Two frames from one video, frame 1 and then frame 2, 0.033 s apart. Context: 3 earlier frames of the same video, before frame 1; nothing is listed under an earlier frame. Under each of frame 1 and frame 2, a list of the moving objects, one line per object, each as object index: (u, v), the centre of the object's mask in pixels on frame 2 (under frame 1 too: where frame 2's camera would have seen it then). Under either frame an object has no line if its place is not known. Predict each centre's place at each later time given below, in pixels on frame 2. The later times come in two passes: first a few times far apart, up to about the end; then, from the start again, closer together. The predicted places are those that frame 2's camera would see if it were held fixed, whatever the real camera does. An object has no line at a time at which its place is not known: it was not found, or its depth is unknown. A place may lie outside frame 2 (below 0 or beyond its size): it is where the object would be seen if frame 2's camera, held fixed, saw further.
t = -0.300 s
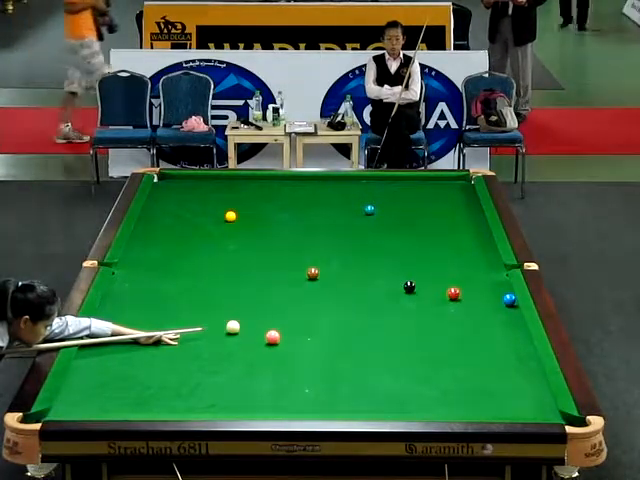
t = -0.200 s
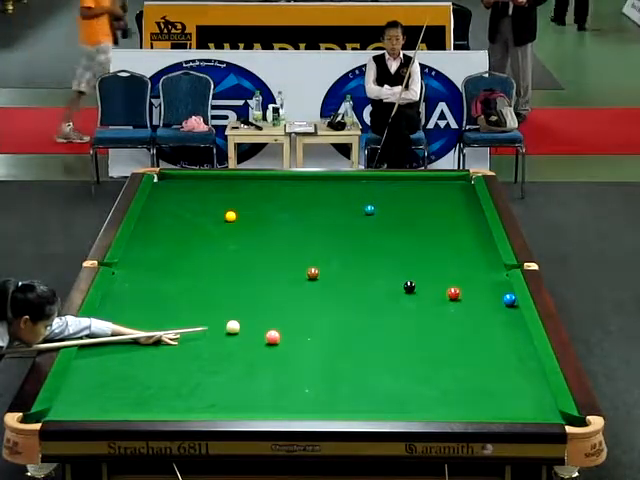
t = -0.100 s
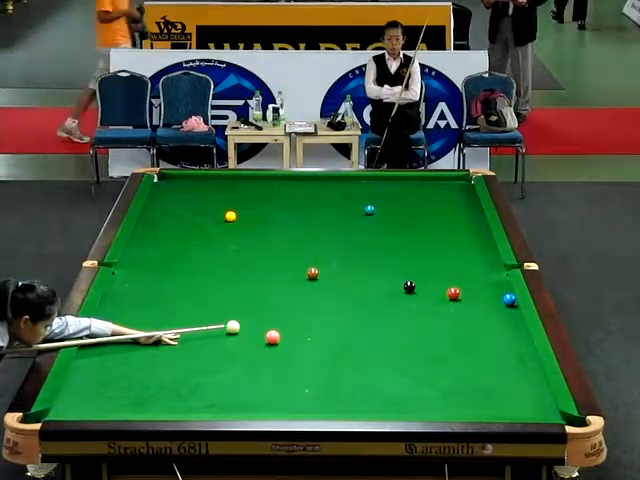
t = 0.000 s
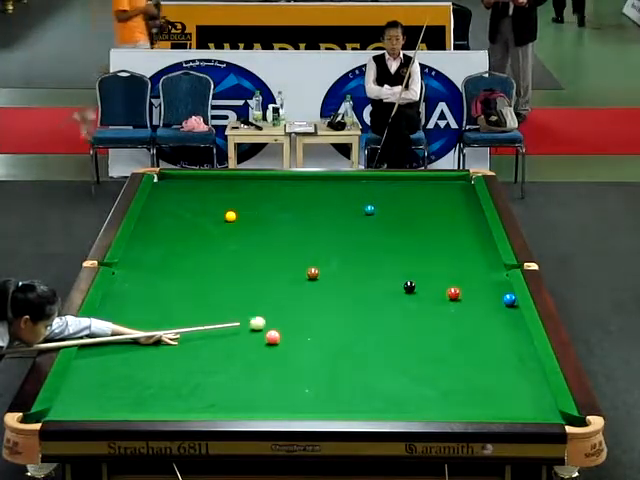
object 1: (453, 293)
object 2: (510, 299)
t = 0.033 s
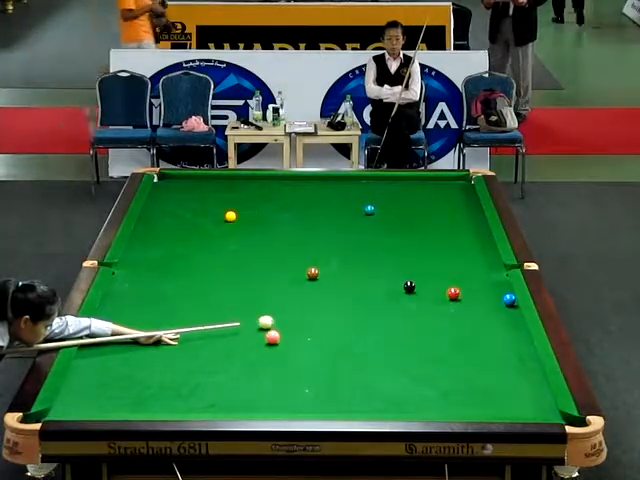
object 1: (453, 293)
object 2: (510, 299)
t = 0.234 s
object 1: (453, 293)
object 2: (510, 299)
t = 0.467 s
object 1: (453, 293)
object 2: (510, 299)
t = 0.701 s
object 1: (454, 293)
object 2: (510, 299)
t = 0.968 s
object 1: (465, 287)
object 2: (510, 299)
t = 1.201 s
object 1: (478, 280)
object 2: (510, 299)
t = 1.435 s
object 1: (490, 274)
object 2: (505, 297)
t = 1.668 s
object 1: (502, 269)
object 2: (500, 296)
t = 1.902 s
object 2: (496, 295)
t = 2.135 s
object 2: (494, 295)
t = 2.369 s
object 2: (492, 295)
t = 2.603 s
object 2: (492, 294)
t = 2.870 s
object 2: (492, 294)
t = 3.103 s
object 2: (492, 294)
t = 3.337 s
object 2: (492, 294)
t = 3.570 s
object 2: (493, 294)
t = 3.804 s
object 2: (493, 294)
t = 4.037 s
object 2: (493, 294)
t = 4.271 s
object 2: (493, 294)
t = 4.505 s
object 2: (493, 294)
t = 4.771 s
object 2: (493, 294)
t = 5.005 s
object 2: (493, 294)
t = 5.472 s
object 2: (492, 294)
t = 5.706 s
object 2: (493, 294)
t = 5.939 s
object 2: (492, 294)
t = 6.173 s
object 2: (493, 294)
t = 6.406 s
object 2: (493, 294)
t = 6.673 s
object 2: (492, 294)
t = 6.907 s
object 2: (492, 294)
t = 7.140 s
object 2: (492, 294)
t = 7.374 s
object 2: (492, 294)
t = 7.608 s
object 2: (492, 294)
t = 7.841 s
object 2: (492, 294)
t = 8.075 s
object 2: (492, 294)
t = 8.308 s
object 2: (492, 294)
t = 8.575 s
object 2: (492, 294)
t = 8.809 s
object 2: (492, 294)
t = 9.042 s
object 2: (492, 294)
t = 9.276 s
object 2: (493, 294)
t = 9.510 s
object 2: (492, 294)
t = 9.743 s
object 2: (492, 294)
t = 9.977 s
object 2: (493, 294)
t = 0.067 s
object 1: (453, 293)
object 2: (510, 299)
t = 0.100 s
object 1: (453, 293)
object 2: (510, 299)
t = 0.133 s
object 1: (453, 293)
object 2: (510, 299)
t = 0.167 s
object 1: (453, 293)
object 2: (510, 299)
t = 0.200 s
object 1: (453, 293)
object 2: (510, 299)
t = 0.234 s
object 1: (453, 293)
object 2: (510, 299)
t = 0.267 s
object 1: (453, 293)
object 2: (510, 299)
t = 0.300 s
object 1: (453, 293)
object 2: (510, 299)
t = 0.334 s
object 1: (453, 293)
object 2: (510, 299)
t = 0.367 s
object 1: (453, 293)
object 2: (510, 299)
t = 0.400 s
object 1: (453, 293)
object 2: (510, 299)
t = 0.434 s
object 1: (453, 293)
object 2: (510, 299)
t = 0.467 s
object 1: (453, 293)
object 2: (510, 299)
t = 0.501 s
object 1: (453, 293)
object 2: (510, 299)
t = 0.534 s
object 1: (453, 293)
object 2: (510, 299)
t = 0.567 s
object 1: (453, 293)
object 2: (510, 299)
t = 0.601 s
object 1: (454, 293)
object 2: (510, 299)
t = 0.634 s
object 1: (454, 293)
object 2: (510, 299)
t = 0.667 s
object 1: (454, 293)
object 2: (510, 299)
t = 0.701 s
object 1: (454, 293)
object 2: (510, 299)
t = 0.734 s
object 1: (454, 293)
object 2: (510, 299)
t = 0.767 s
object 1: (454, 293)
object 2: (510, 299)
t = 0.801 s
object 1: (456, 292)
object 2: (510, 299)
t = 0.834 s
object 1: (457, 291)
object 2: (510, 299)
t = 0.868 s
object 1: (460, 289)
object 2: (510, 299)
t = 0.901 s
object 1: (461, 288)
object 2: (510, 299)
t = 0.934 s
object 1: (463, 287)
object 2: (510, 299)
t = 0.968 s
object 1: (465, 287)
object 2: (510, 299)
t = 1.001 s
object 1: (468, 286)
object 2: (510, 299)
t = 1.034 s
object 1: (469, 285)
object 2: (510, 299)
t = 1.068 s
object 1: (471, 284)
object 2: (510, 299)
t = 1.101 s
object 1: (473, 283)
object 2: (510, 299)
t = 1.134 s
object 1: (475, 282)
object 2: (510, 299)
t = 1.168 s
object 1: (477, 281)
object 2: (510, 299)
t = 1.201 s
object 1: (478, 280)
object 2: (510, 299)
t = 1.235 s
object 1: (480, 280)
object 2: (510, 299)
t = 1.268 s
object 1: (482, 278)
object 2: (510, 299)
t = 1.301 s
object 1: (484, 278)
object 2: (509, 298)
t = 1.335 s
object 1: (486, 277)
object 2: (508, 298)
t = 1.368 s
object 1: (487, 277)
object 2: (506, 298)
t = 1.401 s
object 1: (489, 276)
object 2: (506, 298)
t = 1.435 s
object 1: (490, 274)
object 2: (505, 297)
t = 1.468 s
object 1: (492, 273)
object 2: (504, 297)
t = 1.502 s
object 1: (494, 273)
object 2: (503, 297)
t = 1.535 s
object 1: (496, 272)
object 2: (503, 297)
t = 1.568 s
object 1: (497, 271)
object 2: (502, 297)
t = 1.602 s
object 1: (499, 270)
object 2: (502, 297)
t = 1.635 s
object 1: (501, 270)
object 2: (501, 296)
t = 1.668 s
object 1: (502, 269)
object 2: (500, 296)
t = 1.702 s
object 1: (503, 268)
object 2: (499, 297)
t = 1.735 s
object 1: (505, 268)
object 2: (499, 296)
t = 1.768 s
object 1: (507, 266)
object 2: (498, 296)
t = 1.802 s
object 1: (507, 267)
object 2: (498, 296)
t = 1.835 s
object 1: (508, 269)
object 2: (497, 296)
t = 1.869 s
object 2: (497, 296)
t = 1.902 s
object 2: (496, 295)
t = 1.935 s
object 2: (496, 295)
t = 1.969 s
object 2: (496, 295)
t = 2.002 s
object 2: (495, 295)
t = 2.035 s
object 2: (495, 295)
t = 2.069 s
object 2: (495, 295)
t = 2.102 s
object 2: (494, 295)
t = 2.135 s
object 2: (494, 295)
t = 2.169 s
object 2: (494, 295)
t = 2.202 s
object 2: (494, 295)
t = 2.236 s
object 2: (493, 295)
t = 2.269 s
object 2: (493, 295)
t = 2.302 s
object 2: (493, 295)
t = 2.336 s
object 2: (493, 295)
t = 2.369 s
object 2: (492, 295)
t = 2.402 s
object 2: (492, 295)
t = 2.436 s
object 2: (492, 295)
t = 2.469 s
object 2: (492, 295)
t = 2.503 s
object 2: (492, 294)
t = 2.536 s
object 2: (492, 294)
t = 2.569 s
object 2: (492, 294)
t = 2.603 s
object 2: (492, 294)
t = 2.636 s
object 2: (492, 294)
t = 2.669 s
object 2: (492, 294)
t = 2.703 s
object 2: (492, 294)
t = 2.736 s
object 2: (491, 294)
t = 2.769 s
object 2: (491, 294)
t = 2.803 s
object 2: (492, 294)
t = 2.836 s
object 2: (492, 294)
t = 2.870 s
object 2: (492, 294)
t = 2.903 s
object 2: (492, 294)
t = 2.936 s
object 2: (492, 294)
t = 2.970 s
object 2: (492, 294)
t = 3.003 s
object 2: (492, 294)
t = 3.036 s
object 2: (492, 294)
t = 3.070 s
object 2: (492, 294)
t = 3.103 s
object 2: (492, 294)
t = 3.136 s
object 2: (492, 294)
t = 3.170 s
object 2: (492, 294)
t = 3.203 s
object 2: (492, 294)
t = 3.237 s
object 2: (492, 294)
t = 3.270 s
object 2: (492, 294)
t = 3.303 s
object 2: (493, 294)
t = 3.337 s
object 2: (492, 294)
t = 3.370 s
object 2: (492, 294)
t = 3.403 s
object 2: (493, 294)
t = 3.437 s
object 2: (492, 294)
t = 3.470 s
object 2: (492, 294)
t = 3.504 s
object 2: (493, 294)
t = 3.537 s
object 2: (493, 294)
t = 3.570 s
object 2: (493, 294)
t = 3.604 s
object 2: (493, 294)
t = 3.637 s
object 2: (493, 294)
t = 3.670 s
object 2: (493, 294)
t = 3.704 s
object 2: (493, 294)
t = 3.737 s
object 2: (493, 294)
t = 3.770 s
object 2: (493, 294)
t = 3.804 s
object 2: (493, 294)
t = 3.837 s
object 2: (493, 294)
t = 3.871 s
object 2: (493, 294)
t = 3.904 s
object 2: (493, 294)
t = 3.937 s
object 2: (493, 294)
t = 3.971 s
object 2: (493, 294)
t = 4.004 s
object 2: (493, 294)
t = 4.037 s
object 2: (493, 294)
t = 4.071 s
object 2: (493, 294)
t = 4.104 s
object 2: (492, 294)
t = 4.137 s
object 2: (493, 294)
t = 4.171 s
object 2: (493, 294)
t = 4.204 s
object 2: (493, 294)
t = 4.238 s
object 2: (493, 294)
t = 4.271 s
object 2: (493, 294)
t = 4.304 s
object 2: (493, 294)
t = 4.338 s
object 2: (493, 294)
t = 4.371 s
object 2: (493, 294)
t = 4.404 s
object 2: (493, 294)
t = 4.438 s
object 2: (493, 294)
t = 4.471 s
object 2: (493, 294)
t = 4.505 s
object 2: (493, 294)
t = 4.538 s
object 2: (493, 294)
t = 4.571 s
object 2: (493, 294)
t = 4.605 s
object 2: (493, 294)
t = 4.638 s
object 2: (493, 294)
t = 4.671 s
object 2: (493, 294)
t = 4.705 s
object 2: (493, 294)
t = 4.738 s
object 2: (493, 294)
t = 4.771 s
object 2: (493, 294)
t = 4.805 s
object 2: (493, 294)
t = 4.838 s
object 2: (493, 294)
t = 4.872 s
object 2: (493, 294)
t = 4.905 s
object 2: (493, 294)
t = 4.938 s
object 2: (493, 294)
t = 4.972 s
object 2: (493, 294)
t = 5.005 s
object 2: (493, 294)
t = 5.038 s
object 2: (493, 294)
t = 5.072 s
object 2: (493, 294)
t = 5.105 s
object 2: (493, 294)
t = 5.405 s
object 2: (490, 294)
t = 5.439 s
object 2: (493, 295)
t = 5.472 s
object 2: (492, 294)
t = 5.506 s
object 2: (492, 294)
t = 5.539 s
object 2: (493, 294)
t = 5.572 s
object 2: (492, 294)
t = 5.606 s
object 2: (493, 294)
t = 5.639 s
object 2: (492, 294)
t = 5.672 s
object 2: (493, 294)
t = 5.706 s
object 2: (493, 294)
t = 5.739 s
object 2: (493, 294)
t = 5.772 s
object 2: (493, 294)
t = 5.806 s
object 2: (493, 294)
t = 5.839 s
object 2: (493, 294)
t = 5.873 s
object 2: (493, 294)
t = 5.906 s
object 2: (493, 294)
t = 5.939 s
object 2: (492, 294)
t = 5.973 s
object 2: (492, 294)
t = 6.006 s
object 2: (493, 294)
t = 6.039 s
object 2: (493, 294)
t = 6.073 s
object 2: (493, 294)
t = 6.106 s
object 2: (493, 294)
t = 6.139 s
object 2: (493, 294)
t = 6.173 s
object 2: (493, 294)
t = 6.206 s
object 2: (493, 294)
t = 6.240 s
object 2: (493, 294)
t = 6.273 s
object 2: (493, 294)
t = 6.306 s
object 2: (493, 294)
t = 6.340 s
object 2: (493, 294)
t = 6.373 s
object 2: (493, 294)
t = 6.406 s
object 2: (493, 294)
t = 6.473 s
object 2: (492, 294)
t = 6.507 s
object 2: (492, 294)
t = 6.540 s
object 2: (492, 294)
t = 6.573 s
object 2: (492, 294)
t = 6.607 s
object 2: (492, 294)
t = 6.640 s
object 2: (492, 294)
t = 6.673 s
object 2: (492, 294)
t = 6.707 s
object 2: (492, 294)
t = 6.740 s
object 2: (492, 294)
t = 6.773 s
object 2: (492, 294)
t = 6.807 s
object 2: (492, 294)
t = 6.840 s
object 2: (492, 294)
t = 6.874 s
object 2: (492, 294)
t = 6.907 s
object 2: (492, 294)
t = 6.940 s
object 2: (492, 294)
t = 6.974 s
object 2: (492, 294)
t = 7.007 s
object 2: (492, 294)
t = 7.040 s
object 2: (492, 294)
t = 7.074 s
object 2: (492, 294)
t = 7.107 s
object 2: (492, 294)
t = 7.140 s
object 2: (492, 294)
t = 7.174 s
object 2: (492, 294)
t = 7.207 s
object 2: (492, 294)
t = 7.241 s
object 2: (492, 294)
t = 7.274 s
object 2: (492, 294)
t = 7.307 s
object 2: (492, 294)
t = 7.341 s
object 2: (492, 294)
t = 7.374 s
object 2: (492, 294)
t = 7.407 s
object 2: (492, 294)
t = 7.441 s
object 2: (492, 294)
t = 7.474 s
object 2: (492, 294)
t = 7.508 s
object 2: (492, 294)
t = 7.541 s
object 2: (492, 294)
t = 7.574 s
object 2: (492, 294)
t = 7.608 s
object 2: (492, 294)
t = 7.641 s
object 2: (492, 294)
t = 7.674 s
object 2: (492, 294)
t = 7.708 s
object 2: (492, 294)
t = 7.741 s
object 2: (492, 294)
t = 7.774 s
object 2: (492, 294)
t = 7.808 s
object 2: (492, 294)
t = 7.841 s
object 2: (492, 294)
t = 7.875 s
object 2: (492, 294)
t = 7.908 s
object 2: (492, 294)
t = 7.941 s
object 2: (492, 294)
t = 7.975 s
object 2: (492, 294)
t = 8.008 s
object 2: (492, 294)
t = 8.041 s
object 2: (492, 294)
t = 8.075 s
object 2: (492, 294)
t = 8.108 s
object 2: (492, 294)
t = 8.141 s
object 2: (492, 294)
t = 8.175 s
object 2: (492, 294)
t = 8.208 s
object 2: (492, 294)
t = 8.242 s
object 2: (492, 294)
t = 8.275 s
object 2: (492, 294)
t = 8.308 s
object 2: (492, 294)
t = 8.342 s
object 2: (492, 294)
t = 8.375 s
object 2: (492, 294)
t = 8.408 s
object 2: (492, 294)
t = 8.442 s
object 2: (492, 294)
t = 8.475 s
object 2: (492, 294)
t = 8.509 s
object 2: (492, 294)
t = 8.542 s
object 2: (492, 294)
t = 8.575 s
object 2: (492, 294)
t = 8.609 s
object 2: (492, 294)
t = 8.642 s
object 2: (492, 294)
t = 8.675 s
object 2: (492, 294)
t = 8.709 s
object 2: (492, 294)
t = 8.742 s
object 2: (492, 294)
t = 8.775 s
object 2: (492, 294)
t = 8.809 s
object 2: (492, 294)
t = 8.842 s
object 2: (492, 294)
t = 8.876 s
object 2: (492, 294)
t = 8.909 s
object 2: (492, 294)
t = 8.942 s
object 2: (492, 294)
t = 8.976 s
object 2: (492, 294)
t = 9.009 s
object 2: (492, 294)
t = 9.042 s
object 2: (492, 294)
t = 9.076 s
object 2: (492, 294)
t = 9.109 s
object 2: (492, 294)
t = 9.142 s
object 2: (493, 294)
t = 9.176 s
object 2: (493, 294)
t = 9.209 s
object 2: (493, 294)
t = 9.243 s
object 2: (492, 294)
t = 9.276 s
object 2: (493, 294)
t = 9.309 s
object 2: (493, 294)
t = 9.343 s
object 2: (493, 294)
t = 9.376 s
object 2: (493, 294)
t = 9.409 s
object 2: (493, 294)
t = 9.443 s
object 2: (493, 294)
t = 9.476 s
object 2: (492, 294)
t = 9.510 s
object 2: (492, 294)
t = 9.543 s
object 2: (493, 294)
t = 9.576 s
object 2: (492, 294)
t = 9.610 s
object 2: (492, 294)
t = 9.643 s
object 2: (492, 294)
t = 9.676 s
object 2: (492, 294)
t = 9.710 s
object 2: (492, 294)
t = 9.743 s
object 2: (492, 294)
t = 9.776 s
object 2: (493, 294)
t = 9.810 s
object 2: (492, 294)
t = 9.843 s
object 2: (493, 294)
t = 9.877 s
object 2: (493, 294)
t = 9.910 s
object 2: (492, 294)
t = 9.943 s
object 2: (492, 294)
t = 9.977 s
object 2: (493, 294)
